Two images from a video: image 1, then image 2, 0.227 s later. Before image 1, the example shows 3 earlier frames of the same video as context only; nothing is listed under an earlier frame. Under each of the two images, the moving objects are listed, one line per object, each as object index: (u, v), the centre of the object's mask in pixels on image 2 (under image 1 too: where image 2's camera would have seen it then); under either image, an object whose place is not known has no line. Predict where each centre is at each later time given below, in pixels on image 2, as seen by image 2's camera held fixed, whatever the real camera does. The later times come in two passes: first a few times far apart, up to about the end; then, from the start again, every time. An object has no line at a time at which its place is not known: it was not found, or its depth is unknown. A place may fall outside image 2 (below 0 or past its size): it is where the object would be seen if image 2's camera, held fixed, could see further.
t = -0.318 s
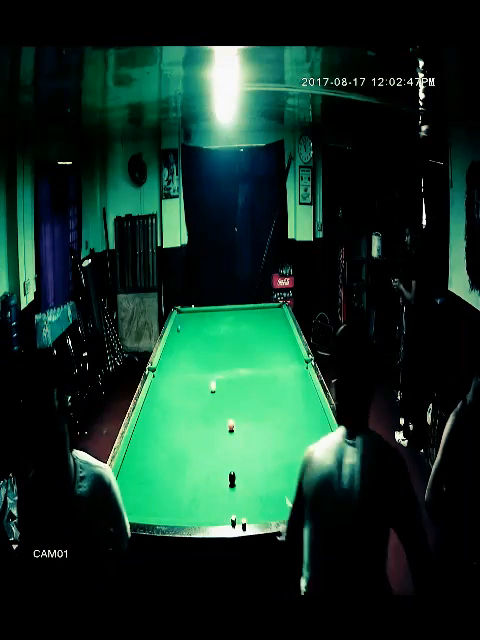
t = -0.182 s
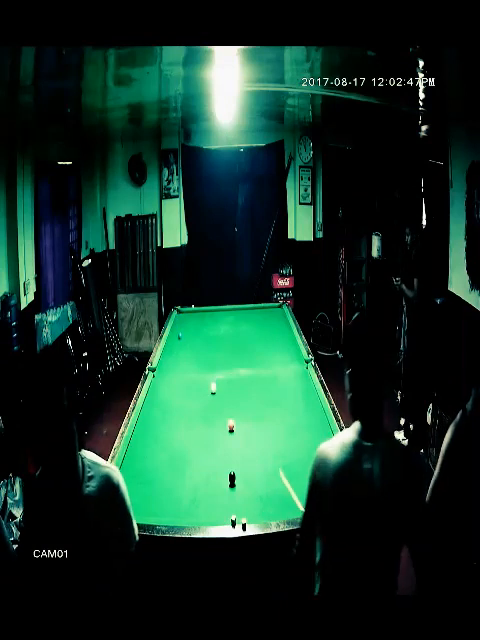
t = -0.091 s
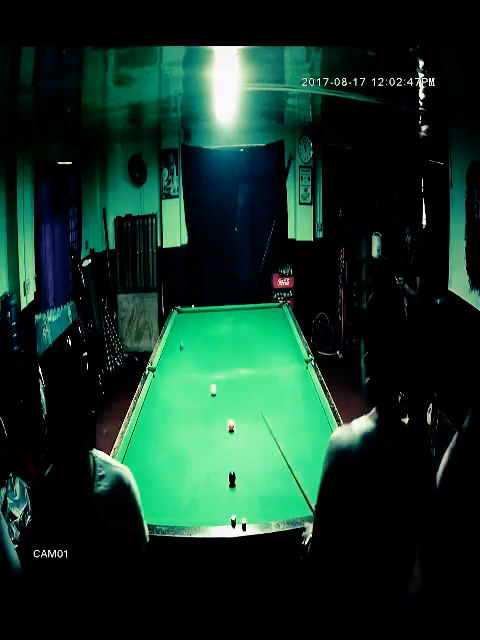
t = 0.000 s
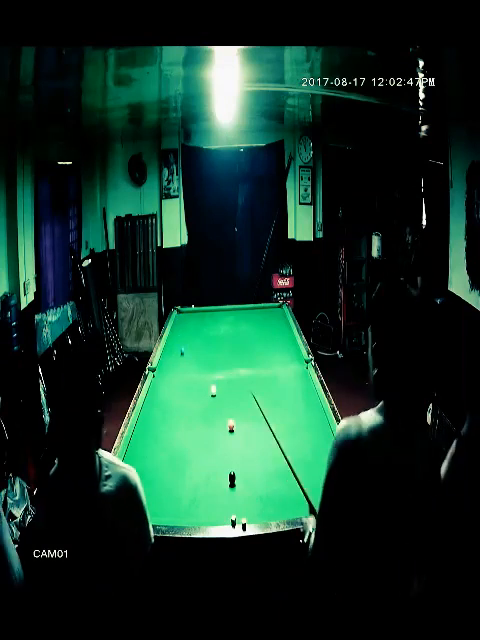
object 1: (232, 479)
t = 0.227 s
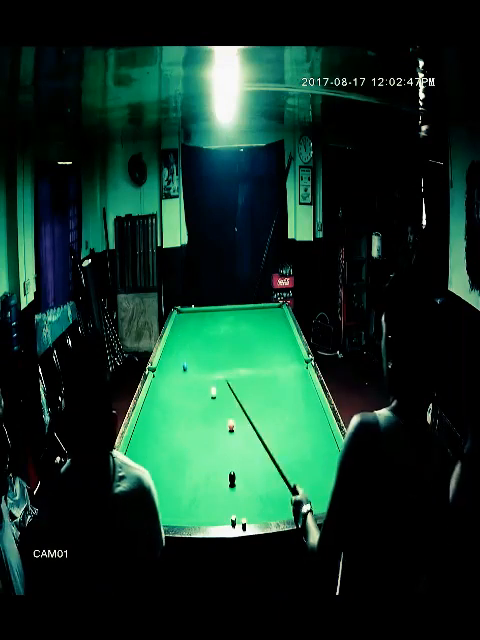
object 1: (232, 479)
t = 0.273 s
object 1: (232, 479)
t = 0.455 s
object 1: (232, 479)
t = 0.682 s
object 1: (232, 479)
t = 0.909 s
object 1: (232, 479)
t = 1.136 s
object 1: (232, 479)
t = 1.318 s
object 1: (232, 479)
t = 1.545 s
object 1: (236, 475)
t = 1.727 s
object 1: (246, 463)
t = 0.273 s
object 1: (232, 479)
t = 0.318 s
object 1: (232, 479)
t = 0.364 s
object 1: (232, 479)
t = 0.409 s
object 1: (232, 479)
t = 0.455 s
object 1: (232, 479)
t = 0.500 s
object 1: (232, 479)
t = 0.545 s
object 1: (232, 479)
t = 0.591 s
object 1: (232, 479)
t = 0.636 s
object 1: (232, 479)
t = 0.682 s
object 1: (232, 479)
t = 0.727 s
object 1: (232, 479)
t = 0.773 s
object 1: (232, 479)
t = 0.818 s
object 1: (232, 479)
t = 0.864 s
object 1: (232, 479)
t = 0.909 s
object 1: (232, 479)
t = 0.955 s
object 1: (232, 479)
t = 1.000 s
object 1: (232, 479)
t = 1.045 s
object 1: (232, 479)
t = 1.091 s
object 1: (232, 479)
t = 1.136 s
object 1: (232, 479)
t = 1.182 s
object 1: (232, 479)
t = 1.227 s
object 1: (232, 479)
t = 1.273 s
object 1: (232, 479)
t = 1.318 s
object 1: (232, 479)
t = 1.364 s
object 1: (232, 479)
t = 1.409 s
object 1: (232, 479)
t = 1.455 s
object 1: (232, 479)
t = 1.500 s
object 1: (232, 478)
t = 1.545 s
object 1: (236, 475)
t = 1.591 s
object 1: (239, 471)
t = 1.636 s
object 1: (241, 468)
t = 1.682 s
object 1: (244, 465)
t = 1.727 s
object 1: (246, 463)
